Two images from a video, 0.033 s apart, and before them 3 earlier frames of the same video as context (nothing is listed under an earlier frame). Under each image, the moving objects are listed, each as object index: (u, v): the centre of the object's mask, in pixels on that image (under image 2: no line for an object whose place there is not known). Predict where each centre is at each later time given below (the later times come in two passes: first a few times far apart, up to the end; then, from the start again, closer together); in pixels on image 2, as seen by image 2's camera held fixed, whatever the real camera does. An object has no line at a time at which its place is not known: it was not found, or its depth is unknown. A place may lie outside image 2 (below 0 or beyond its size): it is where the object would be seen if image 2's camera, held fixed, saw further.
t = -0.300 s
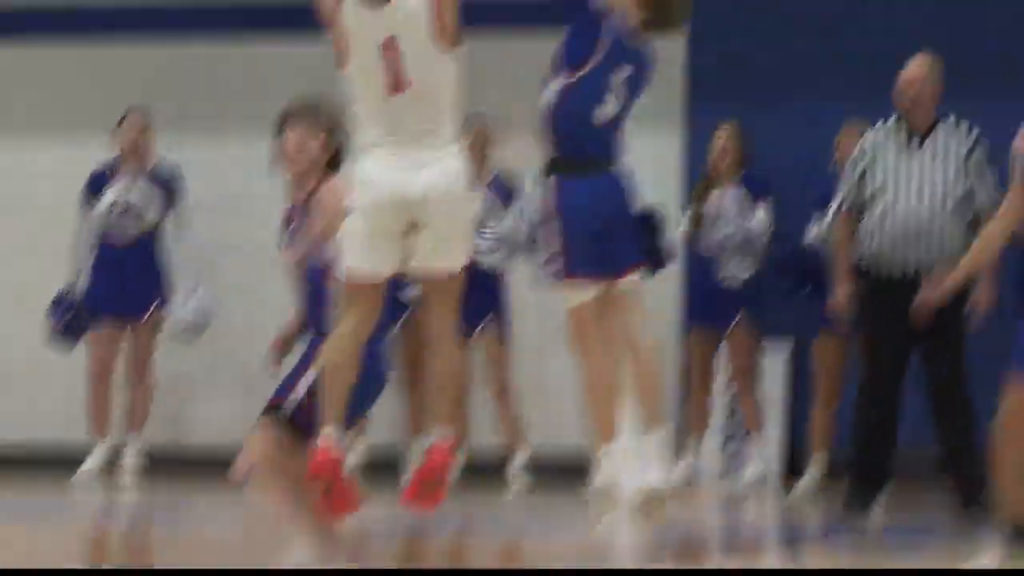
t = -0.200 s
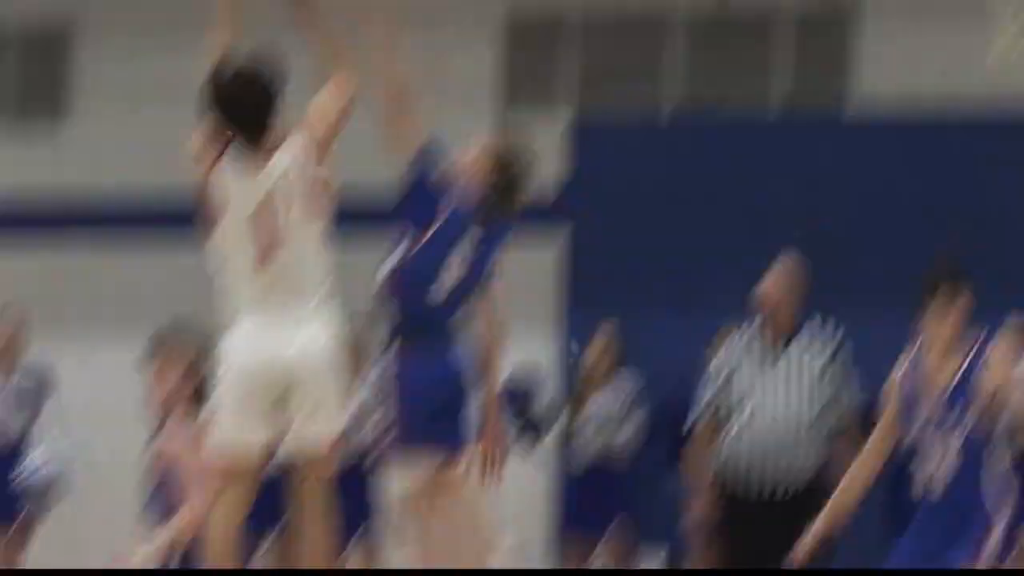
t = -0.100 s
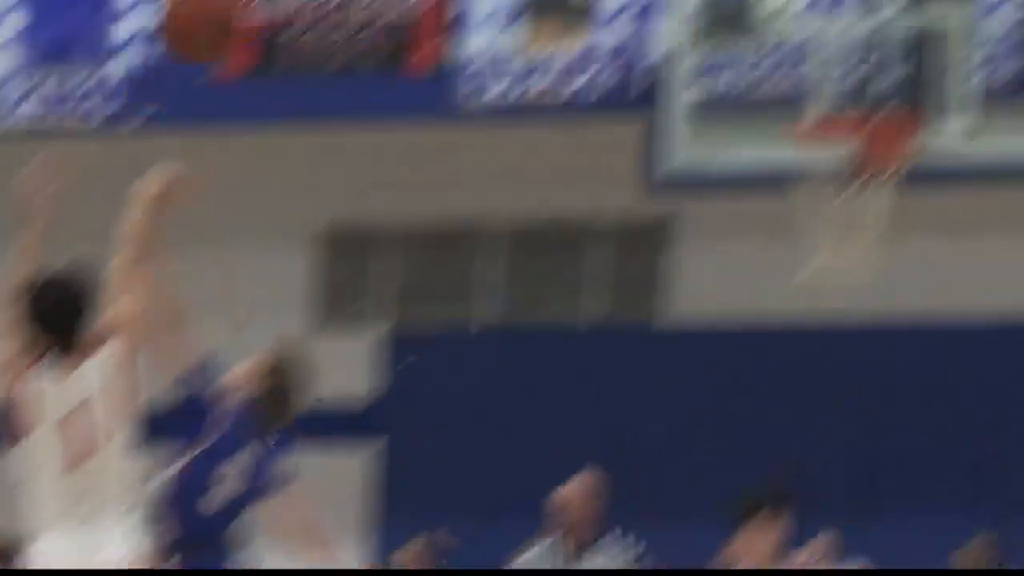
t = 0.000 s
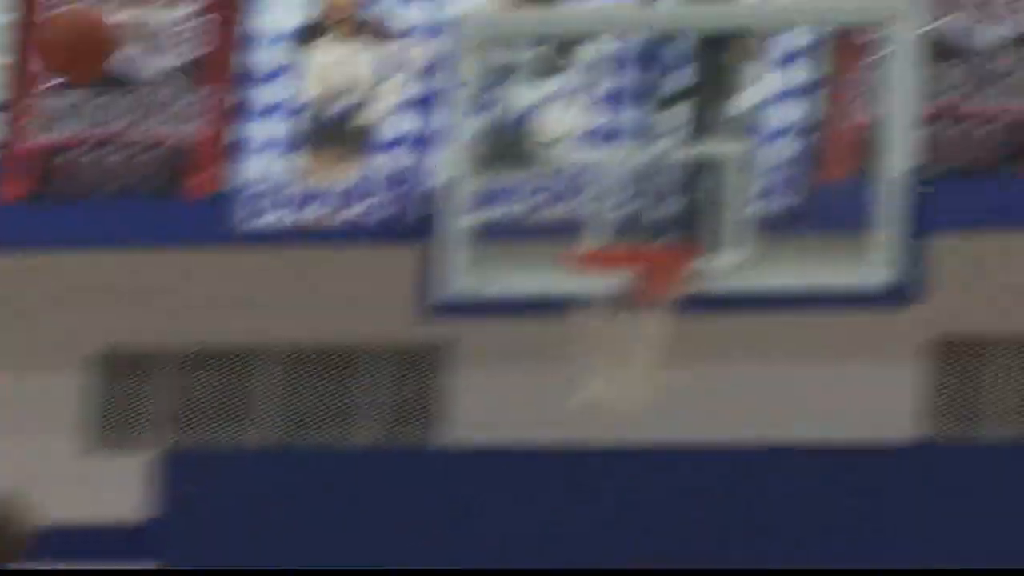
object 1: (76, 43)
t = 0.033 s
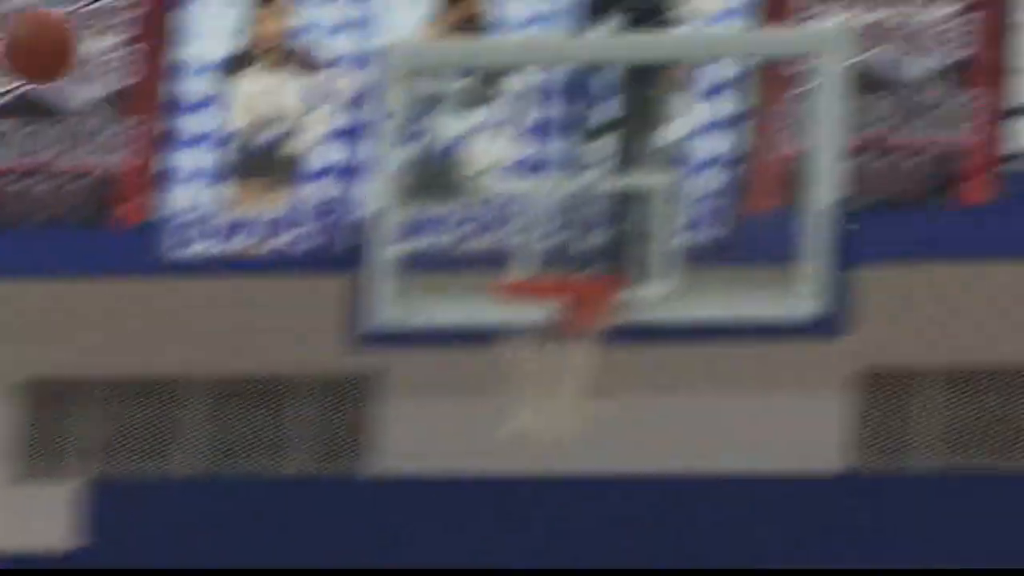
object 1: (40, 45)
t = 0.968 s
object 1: (489, 465)
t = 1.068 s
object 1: (443, 564)
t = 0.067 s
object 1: (85, 25)
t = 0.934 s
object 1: (504, 438)
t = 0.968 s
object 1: (489, 465)
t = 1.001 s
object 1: (474, 496)
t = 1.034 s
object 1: (458, 528)
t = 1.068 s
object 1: (443, 564)
